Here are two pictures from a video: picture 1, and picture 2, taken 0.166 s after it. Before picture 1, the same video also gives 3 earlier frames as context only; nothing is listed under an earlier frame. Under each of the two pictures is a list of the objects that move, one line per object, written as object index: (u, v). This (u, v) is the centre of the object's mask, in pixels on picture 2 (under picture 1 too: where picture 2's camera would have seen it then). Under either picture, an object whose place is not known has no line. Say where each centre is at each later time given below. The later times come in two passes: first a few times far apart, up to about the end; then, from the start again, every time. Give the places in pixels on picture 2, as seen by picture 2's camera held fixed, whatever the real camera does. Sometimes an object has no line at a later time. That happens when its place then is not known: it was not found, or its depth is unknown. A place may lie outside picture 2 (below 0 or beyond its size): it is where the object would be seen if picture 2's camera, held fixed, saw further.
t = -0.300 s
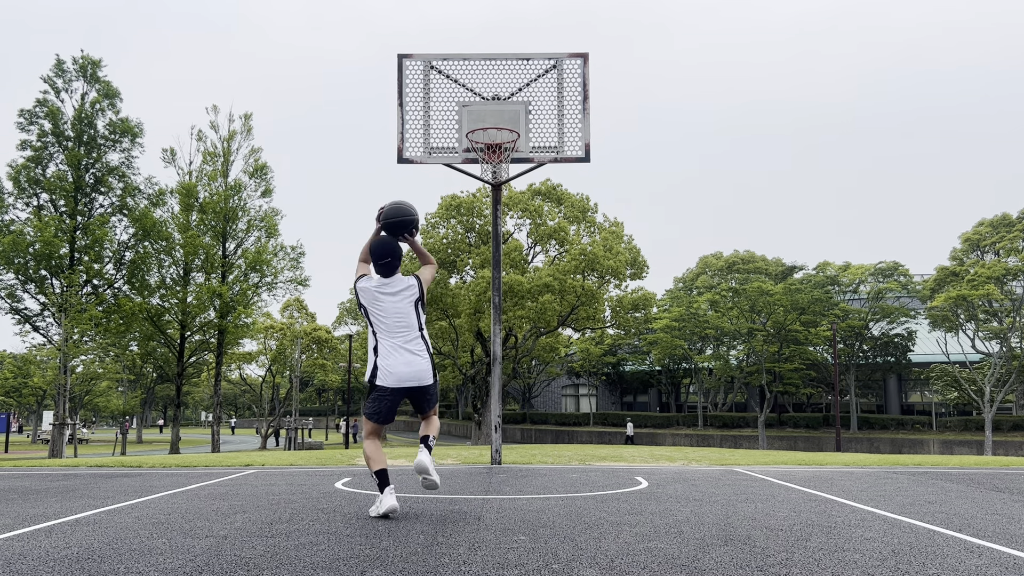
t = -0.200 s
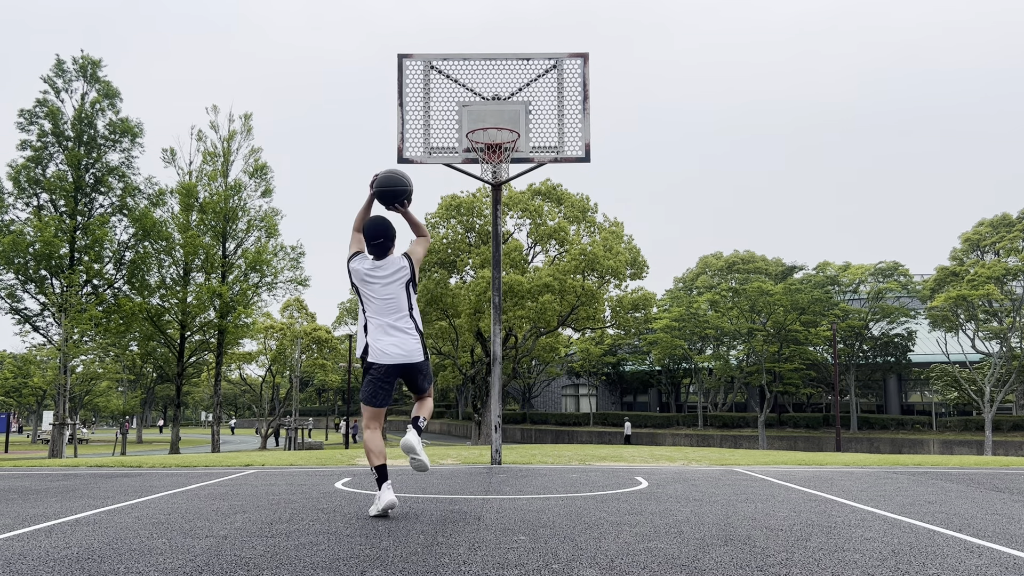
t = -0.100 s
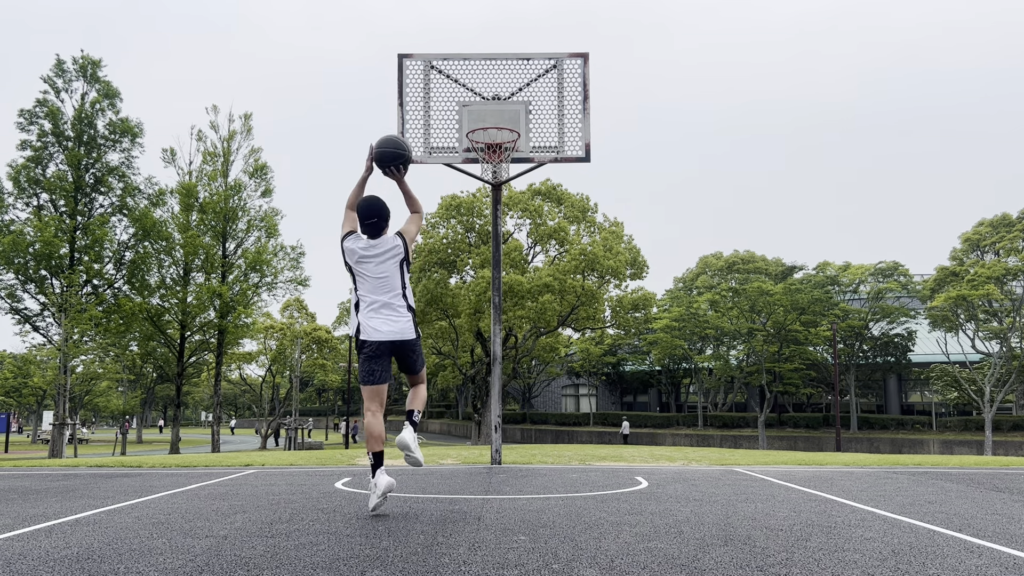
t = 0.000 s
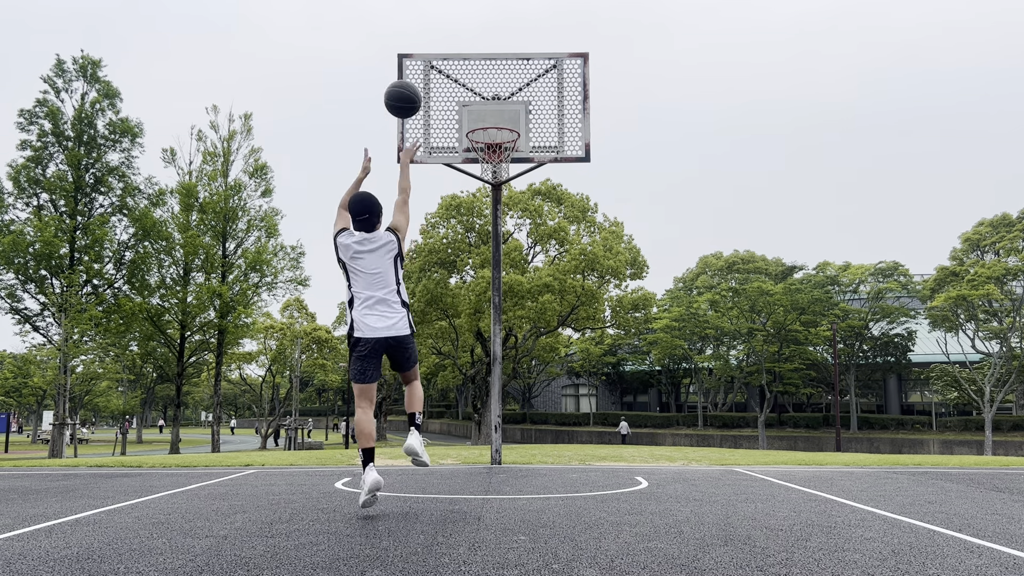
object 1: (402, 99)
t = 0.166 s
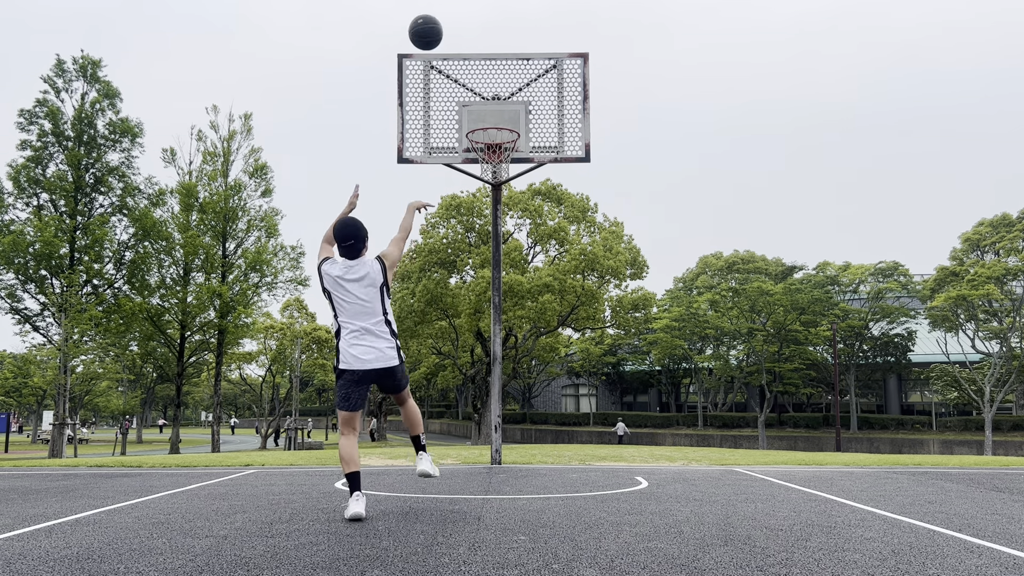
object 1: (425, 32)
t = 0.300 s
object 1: (441, 13)
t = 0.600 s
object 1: (469, 46)
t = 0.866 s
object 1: (489, 149)
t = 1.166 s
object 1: (507, 218)
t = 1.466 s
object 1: (526, 365)
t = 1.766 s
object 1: (541, 375)
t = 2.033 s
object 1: (552, 288)
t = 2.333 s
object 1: (566, 286)
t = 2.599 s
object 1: (580, 386)
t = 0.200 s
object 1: (430, 24)
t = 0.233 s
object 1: (433, 18)
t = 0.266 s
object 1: (437, 15)
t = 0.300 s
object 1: (441, 13)
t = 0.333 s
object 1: (445, 12)
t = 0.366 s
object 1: (448, 12)
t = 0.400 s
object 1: (451, 12)
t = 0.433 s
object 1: (454, 14)
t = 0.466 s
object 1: (457, 18)
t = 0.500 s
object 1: (460, 23)
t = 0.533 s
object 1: (463, 30)
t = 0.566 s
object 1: (466, 37)
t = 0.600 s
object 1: (469, 46)
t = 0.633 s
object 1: (472, 55)
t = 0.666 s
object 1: (474, 66)
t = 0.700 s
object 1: (477, 78)
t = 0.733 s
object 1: (480, 91)
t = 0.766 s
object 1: (482, 104)
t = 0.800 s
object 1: (484, 117)
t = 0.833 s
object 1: (487, 135)
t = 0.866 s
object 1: (489, 149)
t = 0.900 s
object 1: (490, 167)
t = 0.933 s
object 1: (493, 173)
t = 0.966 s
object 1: (495, 176)
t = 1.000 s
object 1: (497, 180)
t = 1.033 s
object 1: (499, 186)
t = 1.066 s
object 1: (501, 192)
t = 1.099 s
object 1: (503, 199)
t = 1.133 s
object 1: (505, 208)
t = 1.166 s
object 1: (507, 218)
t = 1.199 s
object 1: (509, 230)
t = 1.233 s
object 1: (511, 243)
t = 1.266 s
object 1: (514, 257)
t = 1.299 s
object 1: (516, 272)
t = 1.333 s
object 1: (518, 288)
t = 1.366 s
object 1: (520, 305)
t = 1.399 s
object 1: (521, 324)
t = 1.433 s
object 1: (524, 344)
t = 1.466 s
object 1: (526, 365)
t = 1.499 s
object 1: (528, 389)
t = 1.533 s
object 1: (530, 413)
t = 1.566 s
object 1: (532, 439)
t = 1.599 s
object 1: (534, 467)
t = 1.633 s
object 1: (536, 449)
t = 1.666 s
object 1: (537, 429)
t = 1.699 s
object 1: (538, 409)
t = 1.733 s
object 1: (539, 392)
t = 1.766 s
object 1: (541, 375)
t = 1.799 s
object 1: (542, 361)
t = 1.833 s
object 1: (544, 347)
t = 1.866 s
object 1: (545, 333)
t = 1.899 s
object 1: (547, 322)
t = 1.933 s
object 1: (548, 312)
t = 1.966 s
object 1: (549, 303)
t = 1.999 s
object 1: (551, 295)
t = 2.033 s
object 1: (552, 288)
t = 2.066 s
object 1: (554, 283)
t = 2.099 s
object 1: (555, 278)
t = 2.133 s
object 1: (557, 275)
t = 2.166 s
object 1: (558, 274)
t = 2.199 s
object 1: (560, 274)
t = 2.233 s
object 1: (561, 274)
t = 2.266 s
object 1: (563, 277)
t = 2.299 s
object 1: (565, 281)
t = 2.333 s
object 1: (566, 286)
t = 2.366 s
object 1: (568, 293)
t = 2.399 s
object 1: (570, 301)
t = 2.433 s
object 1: (571, 311)
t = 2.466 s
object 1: (573, 323)
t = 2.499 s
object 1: (575, 336)
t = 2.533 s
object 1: (577, 351)
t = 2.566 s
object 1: (578, 367)
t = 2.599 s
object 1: (580, 386)
